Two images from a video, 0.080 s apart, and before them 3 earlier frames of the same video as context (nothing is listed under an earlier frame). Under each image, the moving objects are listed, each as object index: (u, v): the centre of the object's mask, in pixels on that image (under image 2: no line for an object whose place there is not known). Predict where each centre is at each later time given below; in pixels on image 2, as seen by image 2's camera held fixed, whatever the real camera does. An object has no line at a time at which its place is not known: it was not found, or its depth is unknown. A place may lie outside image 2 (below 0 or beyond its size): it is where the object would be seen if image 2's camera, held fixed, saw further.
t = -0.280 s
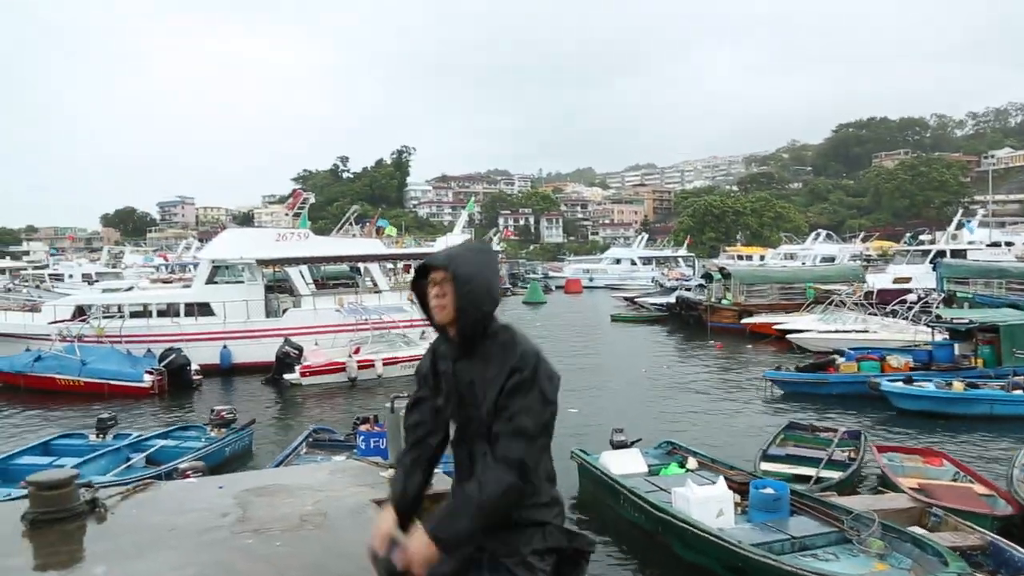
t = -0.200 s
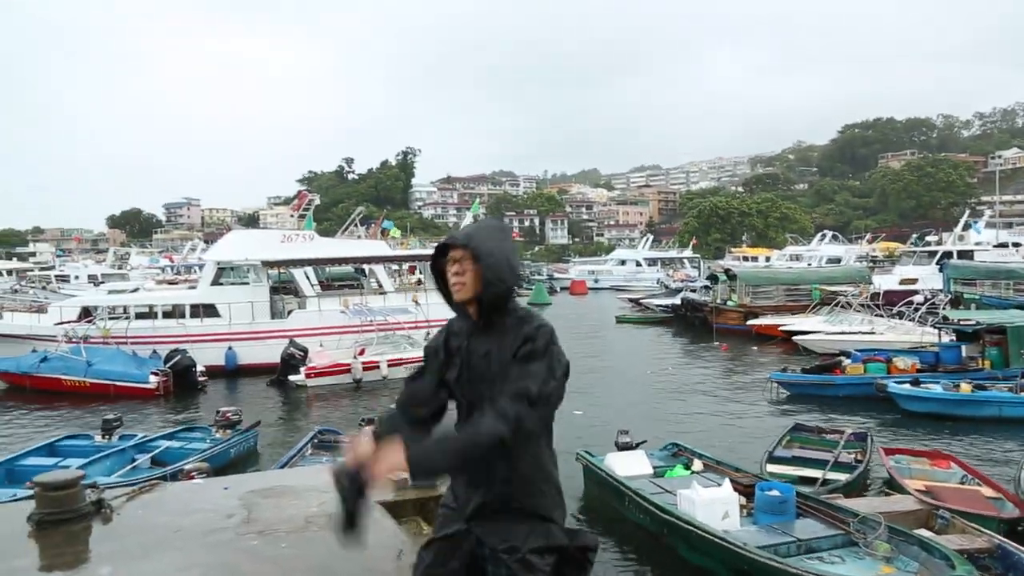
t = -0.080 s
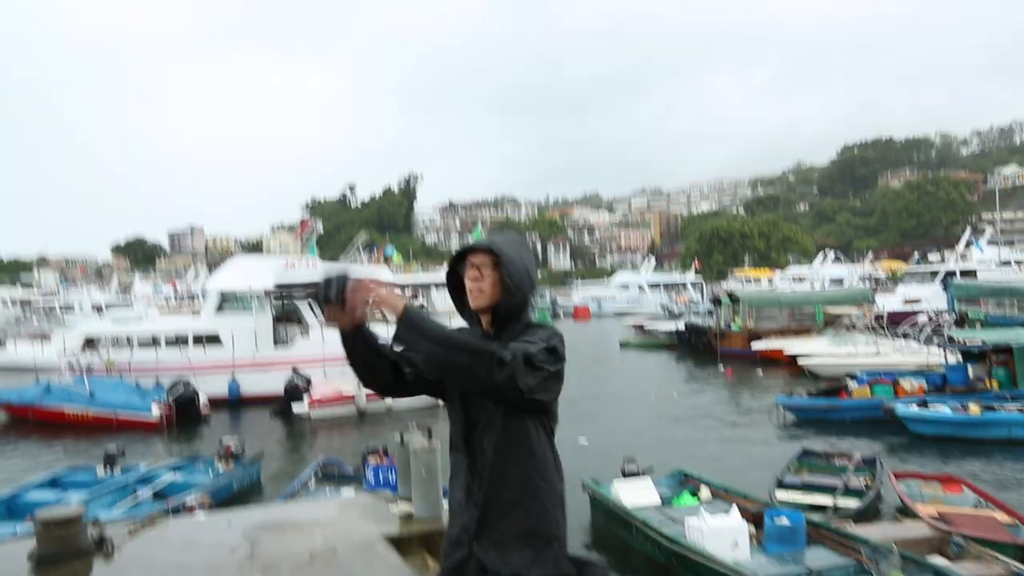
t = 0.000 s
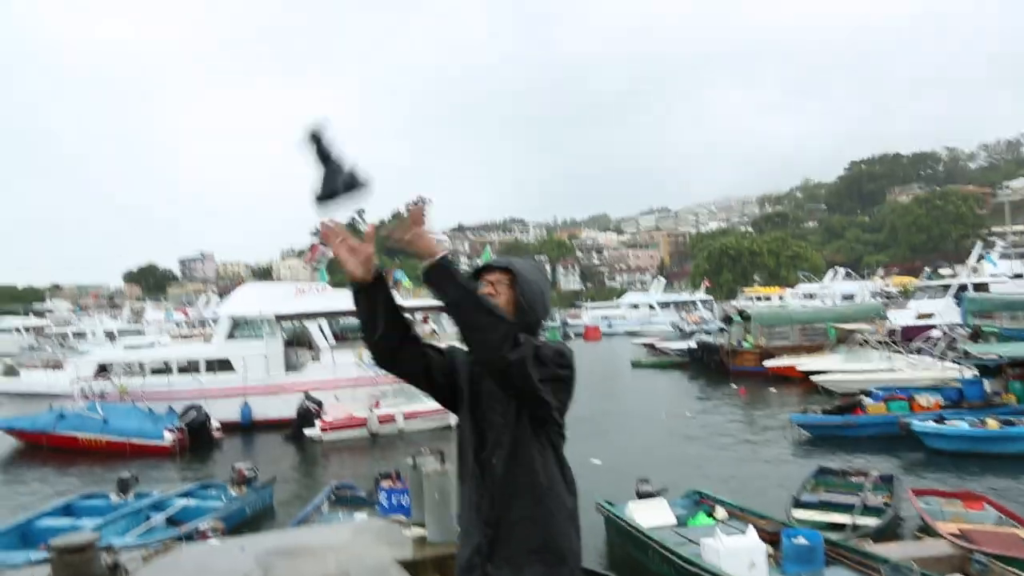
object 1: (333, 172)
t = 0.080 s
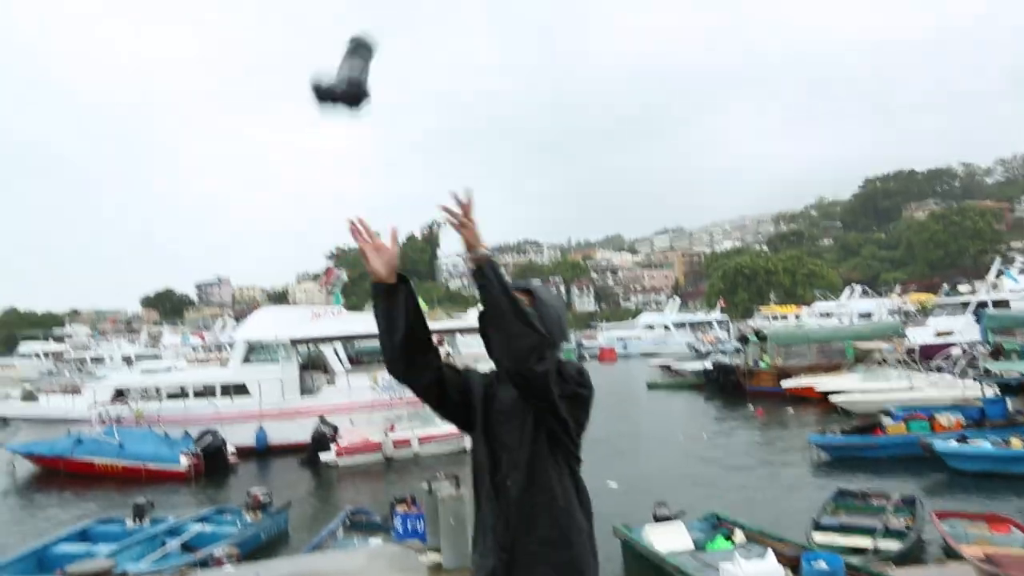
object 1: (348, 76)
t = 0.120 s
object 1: (348, 23)
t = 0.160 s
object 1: (351, -15)
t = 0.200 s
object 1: (363, -34)
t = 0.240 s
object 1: (361, -51)
